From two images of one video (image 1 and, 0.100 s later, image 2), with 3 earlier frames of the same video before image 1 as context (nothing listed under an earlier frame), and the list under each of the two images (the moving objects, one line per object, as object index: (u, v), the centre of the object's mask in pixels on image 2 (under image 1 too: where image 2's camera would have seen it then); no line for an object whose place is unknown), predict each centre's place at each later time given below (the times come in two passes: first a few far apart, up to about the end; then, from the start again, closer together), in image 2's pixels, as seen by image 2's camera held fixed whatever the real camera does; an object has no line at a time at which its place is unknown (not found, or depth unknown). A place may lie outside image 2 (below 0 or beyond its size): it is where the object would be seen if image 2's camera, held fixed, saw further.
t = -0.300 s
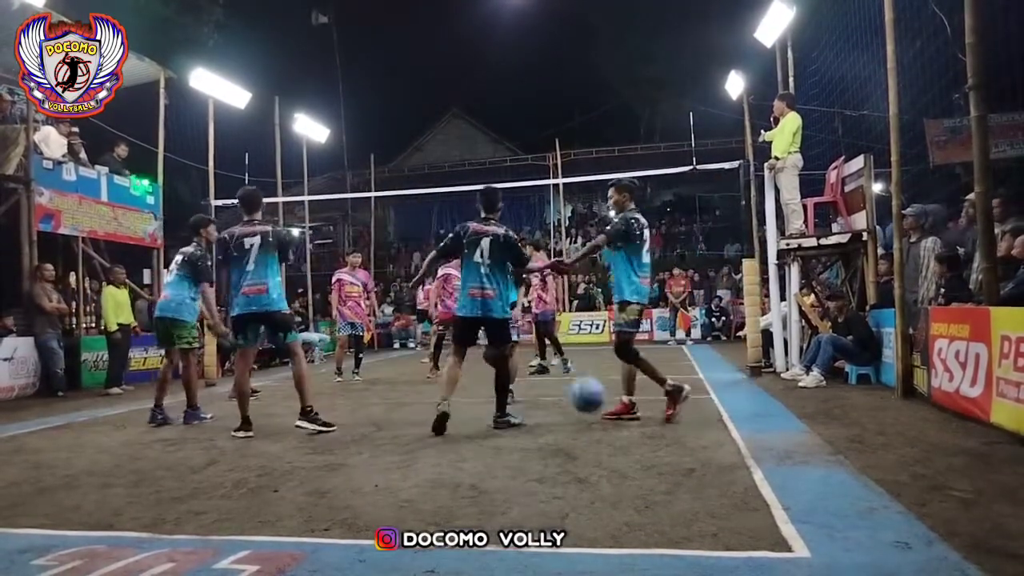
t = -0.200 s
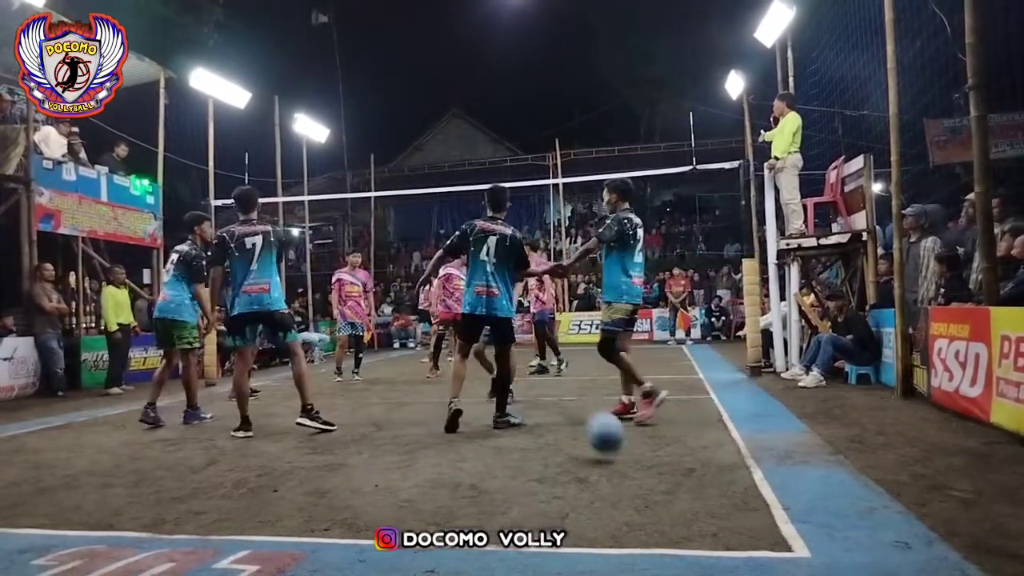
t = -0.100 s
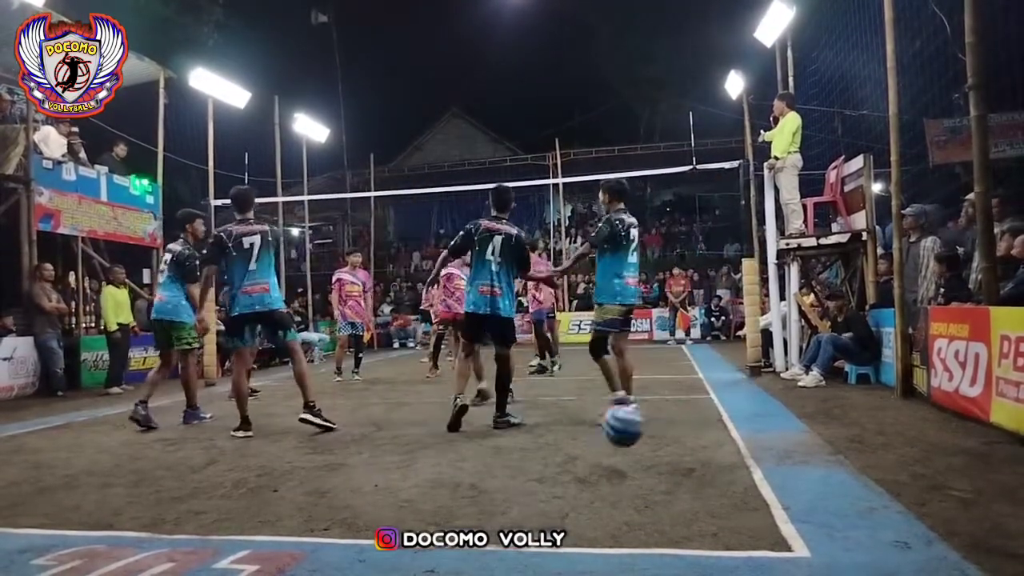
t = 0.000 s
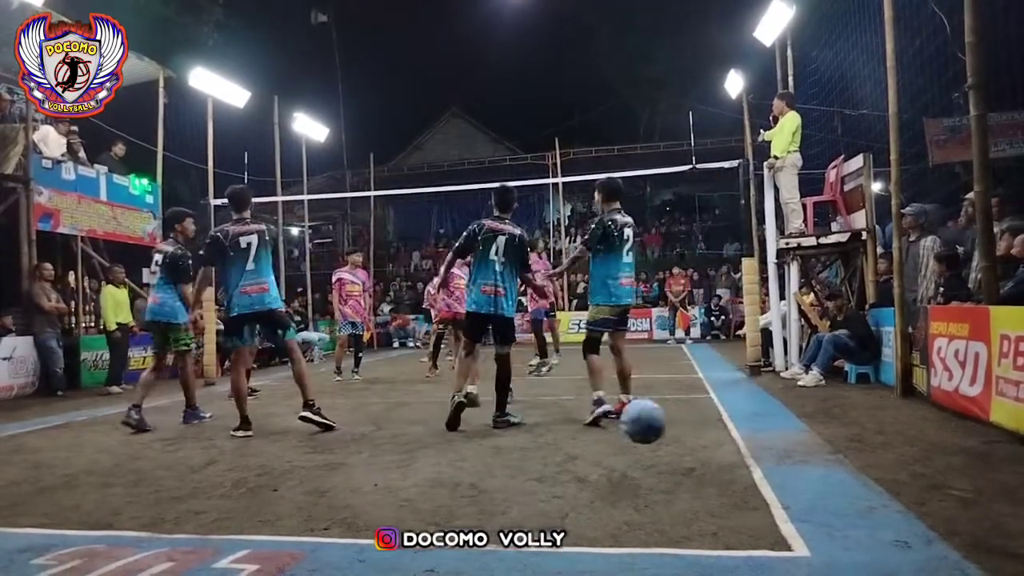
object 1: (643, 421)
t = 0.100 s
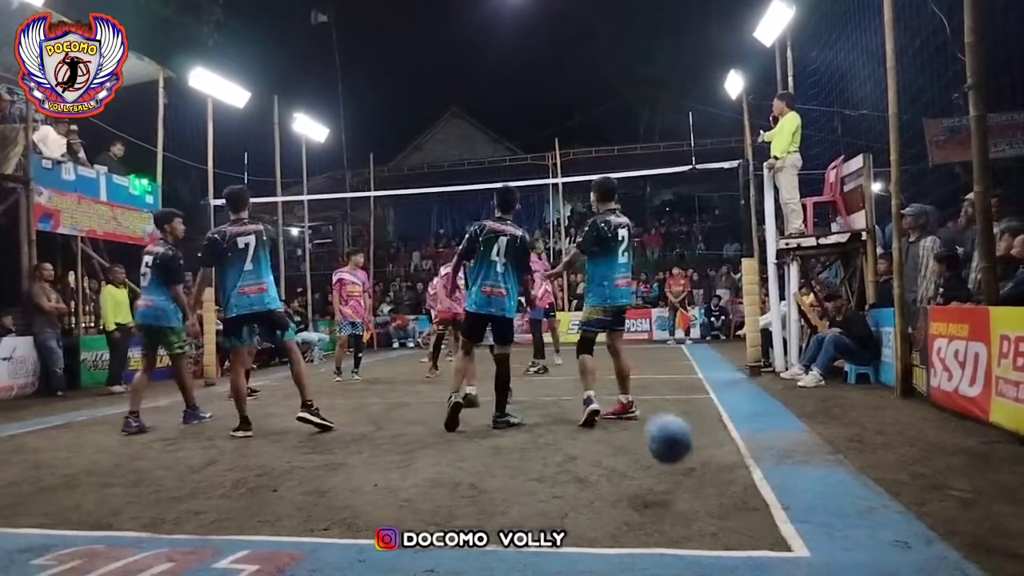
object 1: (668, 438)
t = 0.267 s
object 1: (720, 483)
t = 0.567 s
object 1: (845, 542)
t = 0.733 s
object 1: (945, 553)
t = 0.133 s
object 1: (678, 449)
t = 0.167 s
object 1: (689, 463)
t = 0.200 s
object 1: (700, 482)
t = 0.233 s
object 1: (711, 488)
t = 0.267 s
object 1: (720, 483)
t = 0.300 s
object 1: (729, 480)
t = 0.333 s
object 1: (740, 479)
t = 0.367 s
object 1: (752, 480)
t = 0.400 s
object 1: (765, 485)
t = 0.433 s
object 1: (779, 495)
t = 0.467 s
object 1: (795, 510)
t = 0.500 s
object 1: (812, 531)
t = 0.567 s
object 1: (845, 542)
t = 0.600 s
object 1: (863, 539)
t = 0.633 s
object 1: (883, 539)
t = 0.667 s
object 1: (903, 541)
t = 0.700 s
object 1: (925, 546)
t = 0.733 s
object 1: (945, 553)
